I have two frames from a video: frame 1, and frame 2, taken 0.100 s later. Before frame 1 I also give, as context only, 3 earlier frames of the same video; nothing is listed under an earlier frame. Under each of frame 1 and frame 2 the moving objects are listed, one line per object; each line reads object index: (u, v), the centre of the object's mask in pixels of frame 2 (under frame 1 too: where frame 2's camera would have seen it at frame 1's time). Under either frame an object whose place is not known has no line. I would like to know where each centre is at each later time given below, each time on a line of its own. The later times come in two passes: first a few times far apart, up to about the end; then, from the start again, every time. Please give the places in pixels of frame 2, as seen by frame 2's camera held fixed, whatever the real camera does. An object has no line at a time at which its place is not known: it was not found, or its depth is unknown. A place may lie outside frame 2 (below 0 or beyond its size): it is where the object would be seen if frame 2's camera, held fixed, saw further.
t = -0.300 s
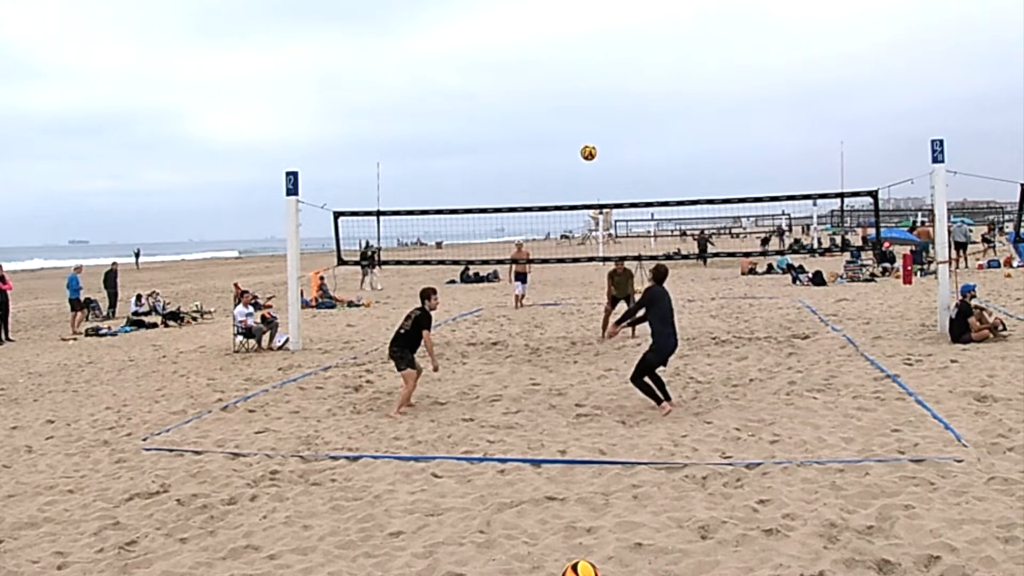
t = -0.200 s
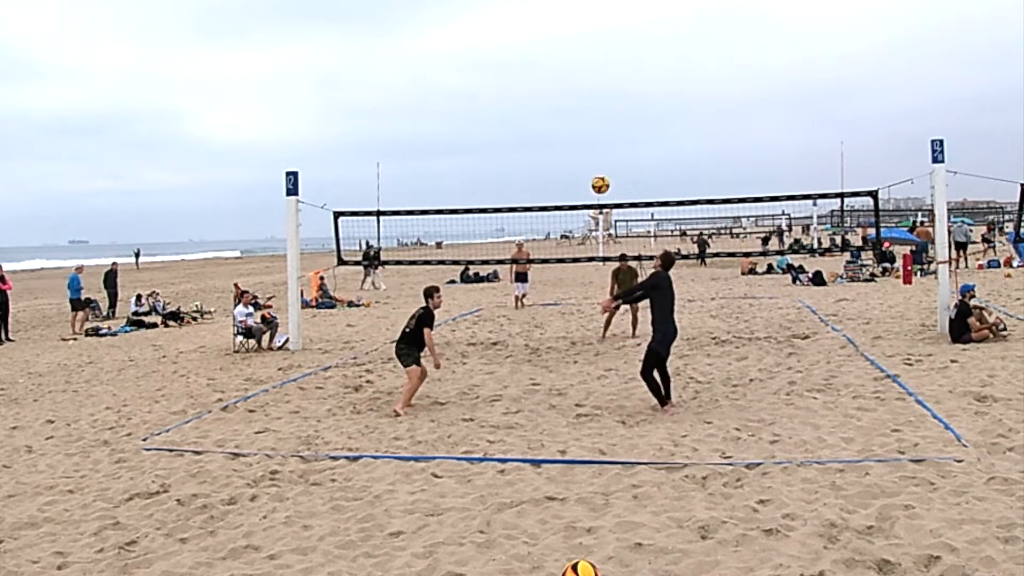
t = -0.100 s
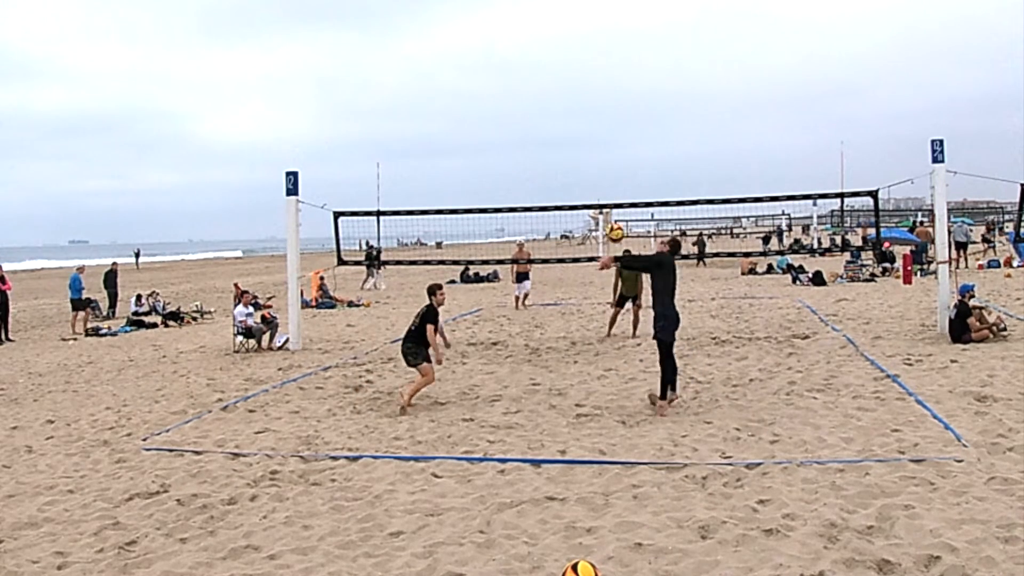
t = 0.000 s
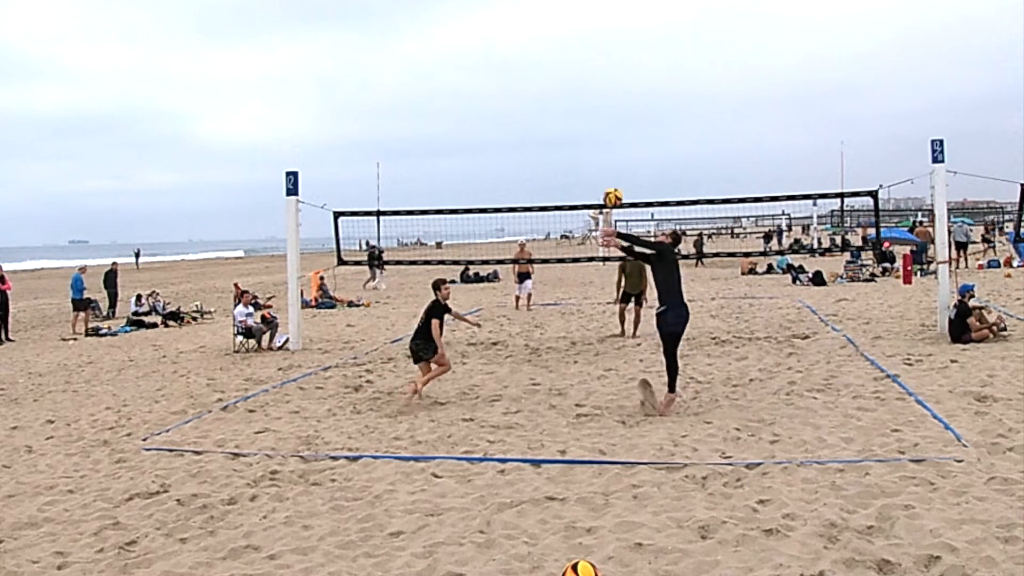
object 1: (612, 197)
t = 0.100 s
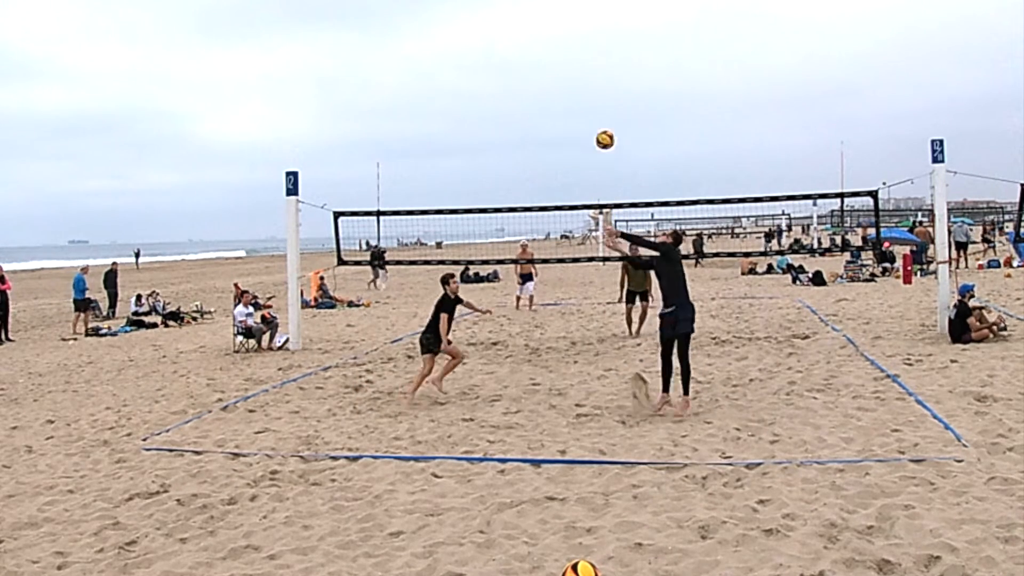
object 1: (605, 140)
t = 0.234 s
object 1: (597, 82)
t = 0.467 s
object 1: (586, 25)
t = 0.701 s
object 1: (579, 16)
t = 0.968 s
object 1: (576, 52)
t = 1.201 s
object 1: (574, 120)
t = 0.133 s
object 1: (603, 123)
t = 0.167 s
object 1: (600, 108)
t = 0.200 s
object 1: (599, 94)
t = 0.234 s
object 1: (597, 82)
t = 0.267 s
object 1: (595, 70)
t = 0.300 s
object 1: (593, 60)
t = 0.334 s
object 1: (592, 51)
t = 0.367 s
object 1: (591, 43)
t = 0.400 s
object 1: (589, 36)
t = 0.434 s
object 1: (588, 30)
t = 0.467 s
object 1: (586, 25)
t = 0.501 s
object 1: (585, 21)
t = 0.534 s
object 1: (584, 18)
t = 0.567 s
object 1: (583, 16)
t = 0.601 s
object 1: (582, 14)
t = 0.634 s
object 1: (581, 14)
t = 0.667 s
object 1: (580, 14)
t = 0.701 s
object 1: (579, 16)
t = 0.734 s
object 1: (579, 18)
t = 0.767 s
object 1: (578, 20)
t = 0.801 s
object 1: (577, 24)
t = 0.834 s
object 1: (577, 28)
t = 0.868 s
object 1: (577, 33)
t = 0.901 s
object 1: (576, 39)
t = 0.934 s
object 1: (576, 45)
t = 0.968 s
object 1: (576, 52)
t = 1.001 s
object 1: (575, 60)
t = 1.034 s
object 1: (575, 68)
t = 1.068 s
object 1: (574, 77)
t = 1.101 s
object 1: (574, 87)
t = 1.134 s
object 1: (574, 97)
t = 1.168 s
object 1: (574, 108)
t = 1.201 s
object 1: (574, 120)
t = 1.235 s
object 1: (574, 132)
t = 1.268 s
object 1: (574, 145)
